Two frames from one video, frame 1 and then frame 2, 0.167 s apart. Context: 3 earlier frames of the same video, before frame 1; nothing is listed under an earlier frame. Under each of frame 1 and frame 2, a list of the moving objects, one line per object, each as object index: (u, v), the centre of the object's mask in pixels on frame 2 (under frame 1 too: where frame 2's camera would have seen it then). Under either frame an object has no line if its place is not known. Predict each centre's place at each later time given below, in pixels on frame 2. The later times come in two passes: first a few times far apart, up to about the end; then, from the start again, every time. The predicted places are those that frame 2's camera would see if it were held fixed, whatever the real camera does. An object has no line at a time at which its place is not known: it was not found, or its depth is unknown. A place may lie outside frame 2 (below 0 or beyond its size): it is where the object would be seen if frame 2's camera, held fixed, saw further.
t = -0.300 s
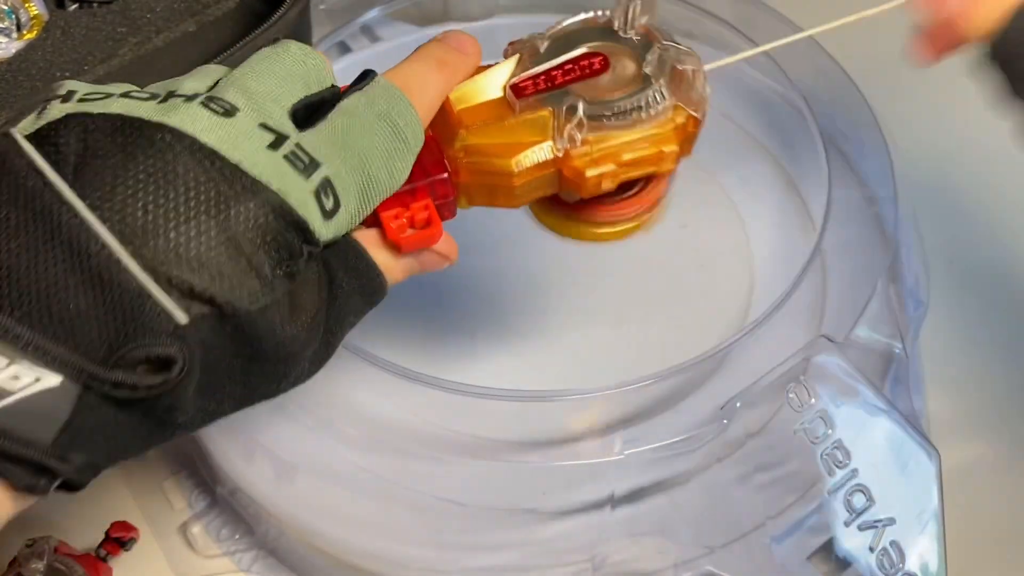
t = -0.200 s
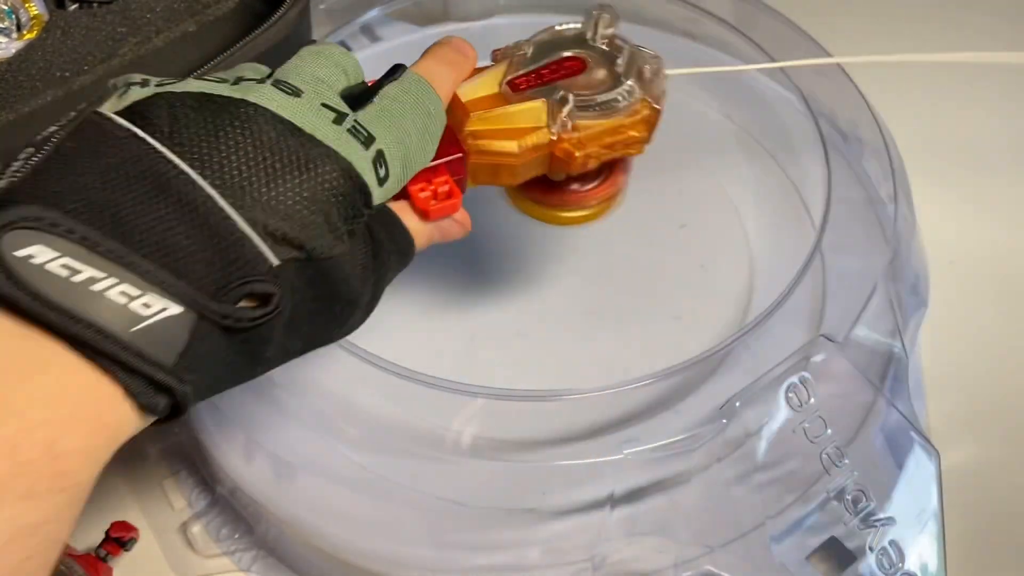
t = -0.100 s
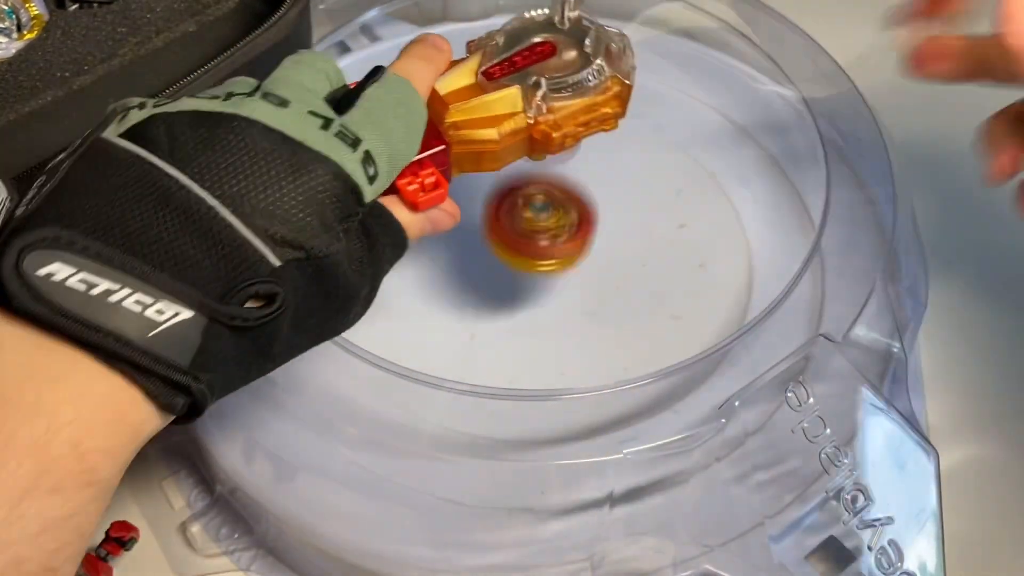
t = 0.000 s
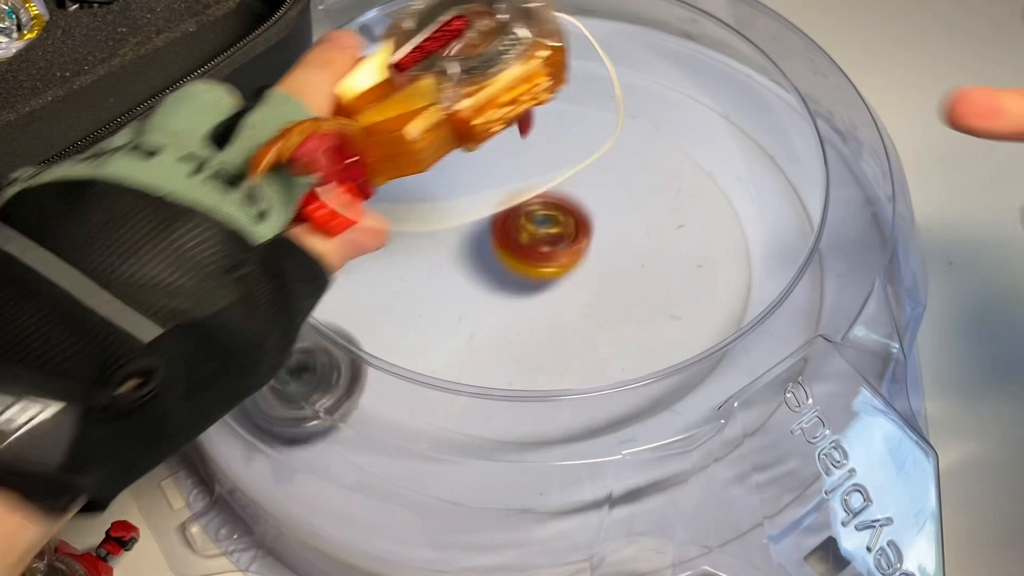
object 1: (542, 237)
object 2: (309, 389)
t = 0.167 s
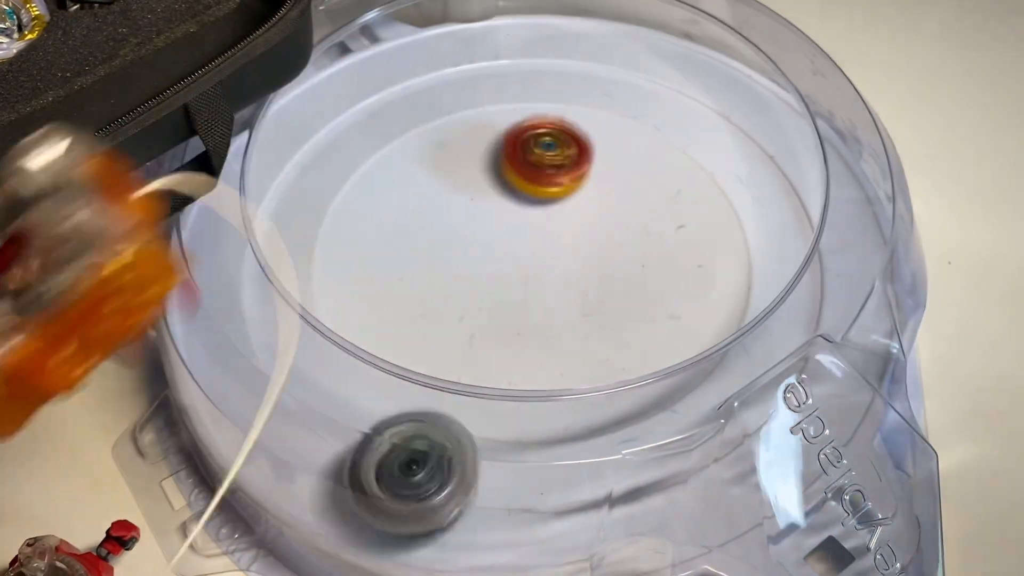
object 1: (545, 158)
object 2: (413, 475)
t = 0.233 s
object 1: (511, 139)
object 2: (457, 486)
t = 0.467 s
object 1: (296, 185)
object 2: (604, 475)
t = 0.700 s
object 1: (287, 256)
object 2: (695, 355)
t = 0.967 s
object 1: (579, 300)
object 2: (581, 154)
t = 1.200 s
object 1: (631, 82)
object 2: (416, 145)
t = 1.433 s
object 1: (495, 47)
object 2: (448, 268)
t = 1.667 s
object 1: (457, 49)
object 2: (606, 259)
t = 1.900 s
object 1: (458, 65)
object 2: (576, 185)
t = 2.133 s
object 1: (470, 98)
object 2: (473, 237)
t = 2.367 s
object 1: (445, 302)
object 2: (588, 286)
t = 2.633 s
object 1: (768, 251)
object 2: (562, 190)
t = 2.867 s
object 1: (756, 135)
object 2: (450, 240)
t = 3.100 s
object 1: (736, 115)
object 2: (529, 275)
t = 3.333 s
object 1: (660, 121)
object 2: (562, 239)
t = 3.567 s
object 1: (420, 196)
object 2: (525, 248)
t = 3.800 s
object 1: (493, 407)
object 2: (521, 249)
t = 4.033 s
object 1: (682, 435)
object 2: (537, 239)
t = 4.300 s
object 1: (701, 347)
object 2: (532, 235)
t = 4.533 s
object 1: (596, 178)
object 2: (530, 240)
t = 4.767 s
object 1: (353, 190)
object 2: (513, 260)
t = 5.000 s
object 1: (277, 330)
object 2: (526, 251)
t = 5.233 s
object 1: (322, 367)
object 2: (522, 237)
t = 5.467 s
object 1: (420, 352)
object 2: (522, 234)
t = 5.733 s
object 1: (653, 246)
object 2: (491, 188)
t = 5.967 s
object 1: (555, 117)
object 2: (421, 174)
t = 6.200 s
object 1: (428, 88)
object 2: (455, 330)
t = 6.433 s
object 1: (483, 47)
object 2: (617, 371)
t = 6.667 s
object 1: (538, 40)
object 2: (657, 270)
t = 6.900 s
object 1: (624, 53)
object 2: (487, 217)
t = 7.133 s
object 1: (696, 82)
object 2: (458, 262)
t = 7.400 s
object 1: (758, 133)
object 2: (541, 249)
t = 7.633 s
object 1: (799, 195)
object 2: (509, 232)
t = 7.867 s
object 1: (803, 249)
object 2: (523, 214)
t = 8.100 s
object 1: (769, 296)
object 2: (562, 239)
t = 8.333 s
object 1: (697, 292)
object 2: (531, 247)
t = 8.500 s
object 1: (612, 235)
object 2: (491, 238)
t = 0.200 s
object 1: (529, 147)
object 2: (438, 482)
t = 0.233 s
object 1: (511, 139)
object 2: (457, 486)
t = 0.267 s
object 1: (486, 133)
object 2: (482, 489)
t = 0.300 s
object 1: (457, 129)
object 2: (503, 488)
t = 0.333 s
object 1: (423, 129)
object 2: (522, 489)
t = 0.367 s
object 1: (387, 136)
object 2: (545, 489)
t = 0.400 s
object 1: (353, 149)
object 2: (565, 484)
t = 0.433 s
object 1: (322, 169)
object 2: (583, 482)
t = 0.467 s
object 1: (296, 185)
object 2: (604, 475)
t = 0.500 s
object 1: (274, 197)
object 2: (623, 462)
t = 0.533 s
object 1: (261, 205)
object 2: (641, 448)
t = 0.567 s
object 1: (254, 215)
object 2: (661, 430)
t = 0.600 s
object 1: (254, 230)
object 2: (672, 410)
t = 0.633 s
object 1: (260, 246)
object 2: (680, 395)
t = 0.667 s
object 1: (270, 253)
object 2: (690, 372)
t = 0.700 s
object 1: (287, 256)
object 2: (695, 355)
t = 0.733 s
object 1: (312, 252)
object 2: (700, 337)
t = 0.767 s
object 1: (331, 257)
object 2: (692, 308)
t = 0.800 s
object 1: (360, 263)
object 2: (684, 289)
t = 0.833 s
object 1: (392, 275)
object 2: (671, 254)
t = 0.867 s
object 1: (430, 291)
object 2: (655, 229)
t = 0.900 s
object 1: (475, 305)
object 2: (633, 199)
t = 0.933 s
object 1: (527, 310)
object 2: (607, 175)
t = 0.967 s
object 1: (579, 300)
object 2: (581, 154)
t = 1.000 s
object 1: (623, 277)
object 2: (550, 138)
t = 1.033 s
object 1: (655, 246)
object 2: (524, 128)
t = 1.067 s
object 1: (674, 212)
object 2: (499, 122)
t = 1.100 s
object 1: (679, 177)
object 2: (472, 125)
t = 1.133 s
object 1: (673, 142)
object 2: (452, 126)
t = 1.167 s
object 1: (656, 110)
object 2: (431, 137)
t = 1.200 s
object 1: (631, 82)
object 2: (416, 145)
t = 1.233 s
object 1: (610, 61)
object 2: (405, 164)
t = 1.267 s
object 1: (595, 41)
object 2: (403, 175)
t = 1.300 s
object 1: (570, 37)
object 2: (401, 199)
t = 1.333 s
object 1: (543, 45)
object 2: (410, 212)
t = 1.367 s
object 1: (527, 38)
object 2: (420, 234)
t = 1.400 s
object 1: (513, 40)
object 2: (433, 252)
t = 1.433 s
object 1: (495, 47)
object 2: (448, 268)
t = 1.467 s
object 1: (480, 51)
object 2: (470, 280)
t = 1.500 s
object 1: (470, 54)
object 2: (490, 290)
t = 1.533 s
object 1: (466, 54)
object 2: (516, 293)
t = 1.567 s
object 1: (465, 51)
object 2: (543, 292)
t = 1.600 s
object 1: (467, 46)
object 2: (569, 285)
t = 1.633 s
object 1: (464, 45)
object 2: (589, 272)
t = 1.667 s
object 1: (457, 49)
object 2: (606, 259)
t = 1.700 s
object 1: (448, 55)
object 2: (614, 249)
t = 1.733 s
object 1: (445, 59)
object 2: (619, 232)
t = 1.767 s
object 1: (445, 61)
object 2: (620, 218)
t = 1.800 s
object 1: (448, 61)
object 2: (613, 204)
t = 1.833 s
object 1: (452, 62)
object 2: (605, 193)
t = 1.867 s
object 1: (455, 64)
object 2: (591, 186)
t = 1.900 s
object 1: (458, 65)
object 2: (576, 185)
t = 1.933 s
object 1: (462, 67)
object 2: (559, 185)
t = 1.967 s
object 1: (466, 70)
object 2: (542, 188)
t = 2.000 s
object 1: (470, 72)
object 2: (522, 192)
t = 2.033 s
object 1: (473, 75)
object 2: (503, 197)
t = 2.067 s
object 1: (476, 79)
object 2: (487, 208)
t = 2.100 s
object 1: (475, 86)
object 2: (479, 219)
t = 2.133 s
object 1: (470, 98)
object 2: (473, 237)
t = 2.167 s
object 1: (461, 115)
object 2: (479, 253)
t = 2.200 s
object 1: (447, 136)
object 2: (492, 269)
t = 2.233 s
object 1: (431, 161)
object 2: (510, 281)
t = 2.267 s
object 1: (418, 194)
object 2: (529, 290)
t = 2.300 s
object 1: (414, 231)
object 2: (551, 296)
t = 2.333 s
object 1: (423, 268)
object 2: (567, 292)
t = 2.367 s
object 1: (445, 302)
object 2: (588, 286)
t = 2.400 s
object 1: (479, 330)
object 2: (604, 277)
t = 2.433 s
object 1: (522, 344)
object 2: (612, 262)
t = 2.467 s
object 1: (570, 349)
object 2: (616, 248)
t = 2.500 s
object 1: (621, 352)
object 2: (613, 237)
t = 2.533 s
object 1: (671, 337)
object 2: (609, 222)
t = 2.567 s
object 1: (713, 314)
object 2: (598, 210)
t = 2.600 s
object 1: (746, 282)
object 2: (580, 199)
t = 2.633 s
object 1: (768, 251)
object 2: (562, 190)
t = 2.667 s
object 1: (789, 226)
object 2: (539, 189)
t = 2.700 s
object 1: (807, 208)
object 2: (516, 189)
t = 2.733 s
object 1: (810, 187)
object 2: (496, 194)
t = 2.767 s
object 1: (799, 172)
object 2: (478, 204)
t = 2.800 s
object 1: (775, 159)
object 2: (465, 213)
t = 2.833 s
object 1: (764, 145)
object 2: (456, 227)
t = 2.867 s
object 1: (756, 135)
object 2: (450, 240)
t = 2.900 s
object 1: (753, 129)
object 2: (449, 248)
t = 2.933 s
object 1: (751, 125)
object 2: (453, 259)
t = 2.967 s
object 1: (748, 122)
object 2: (464, 266)
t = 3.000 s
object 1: (745, 120)
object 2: (478, 270)
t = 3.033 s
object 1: (743, 117)
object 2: (494, 275)
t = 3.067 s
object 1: (740, 116)
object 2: (514, 274)
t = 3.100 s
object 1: (736, 115)
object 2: (529, 275)
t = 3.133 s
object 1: (729, 115)
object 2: (542, 271)
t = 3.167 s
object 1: (721, 115)
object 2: (555, 266)
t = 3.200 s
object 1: (712, 114)
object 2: (563, 261)
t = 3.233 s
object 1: (702, 115)
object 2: (565, 255)
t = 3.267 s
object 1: (691, 115)
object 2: (568, 248)
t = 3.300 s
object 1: (679, 117)
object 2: (566, 244)
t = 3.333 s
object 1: (660, 121)
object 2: (562, 239)
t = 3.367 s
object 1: (635, 123)
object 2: (558, 236)
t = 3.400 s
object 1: (603, 125)
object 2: (555, 236)
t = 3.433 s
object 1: (564, 128)
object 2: (549, 238)
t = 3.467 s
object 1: (524, 135)
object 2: (541, 240)
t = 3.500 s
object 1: (484, 149)
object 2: (537, 242)
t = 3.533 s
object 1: (449, 170)
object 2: (532, 245)
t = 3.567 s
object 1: (420, 196)
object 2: (525, 248)
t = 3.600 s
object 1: (397, 225)
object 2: (519, 249)
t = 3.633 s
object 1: (385, 259)
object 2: (517, 249)
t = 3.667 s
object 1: (385, 294)
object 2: (516, 251)
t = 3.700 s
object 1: (400, 323)
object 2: (515, 251)
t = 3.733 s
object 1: (418, 361)
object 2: (514, 251)
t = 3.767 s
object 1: (451, 388)
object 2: (517, 249)
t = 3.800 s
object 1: (493, 407)
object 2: (521, 249)
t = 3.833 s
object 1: (538, 423)
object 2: (524, 249)
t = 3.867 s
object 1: (574, 441)
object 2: (526, 248)
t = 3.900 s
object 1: (601, 457)
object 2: (529, 245)
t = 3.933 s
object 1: (625, 468)
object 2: (533, 243)
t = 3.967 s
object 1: (645, 462)
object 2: (535, 243)
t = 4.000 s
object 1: (663, 451)
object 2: (535, 242)
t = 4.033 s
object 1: (682, 435)
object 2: (537, 239)
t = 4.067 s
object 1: (700, 420)
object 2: (537, 237)
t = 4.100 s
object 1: (708, 407)
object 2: (538, 236)
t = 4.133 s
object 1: (711, 398)
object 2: (537, 236)
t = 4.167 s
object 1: (712, 389)
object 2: (534, 236)
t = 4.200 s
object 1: (711, 379)
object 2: (532, 234)
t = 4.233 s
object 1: (708, 369)
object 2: (533, 233)
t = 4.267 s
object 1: (705, 357)
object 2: (532, 234)
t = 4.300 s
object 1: (701, 347)
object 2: (532, 235)
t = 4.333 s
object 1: (694, 329)
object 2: (530, 236)
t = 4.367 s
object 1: (689, 306)
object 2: (529, 235)
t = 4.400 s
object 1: (683, 280)
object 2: (531, 235)
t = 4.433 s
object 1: (673, 251)
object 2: (533, 236)
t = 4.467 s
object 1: (654, 223)
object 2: (533, 237)
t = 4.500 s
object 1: (627, 199)
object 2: (532, 239)
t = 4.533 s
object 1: (596, 178)
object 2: (530, 240)
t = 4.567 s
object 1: (563, 161)
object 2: (524, 246)
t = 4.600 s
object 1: (526, 151)
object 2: (520, 248)
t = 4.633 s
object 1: (489, 147)
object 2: (517, 253)
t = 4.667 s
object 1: (450, 150)
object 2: (515, 257)
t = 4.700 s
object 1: (414, 159)
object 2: (514, 259)
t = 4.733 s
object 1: (382, 172)
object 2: (513, 260)
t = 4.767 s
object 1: (353, 190)
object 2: (513, 260)
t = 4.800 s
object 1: (329, 211)
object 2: (516, 258)
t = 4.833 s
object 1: (314, 237)
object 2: (520, 258)
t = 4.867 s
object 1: (308, 265)
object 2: (523, 257)
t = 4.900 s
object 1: (299, 290)
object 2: (525, 256)
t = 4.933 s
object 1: (291, 308)
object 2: (526, 255)
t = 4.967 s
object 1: (285, 320)
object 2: (526, 253)
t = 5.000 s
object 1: (277, 330)
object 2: (526, 251)
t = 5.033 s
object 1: (272, 338)
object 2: (527, 248)
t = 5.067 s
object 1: (276, 346)
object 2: (528, 245)
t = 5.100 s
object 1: (287, 357)
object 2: (528, 243)
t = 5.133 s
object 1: (299, 365)
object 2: (527, 242)
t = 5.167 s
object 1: (307, 368)
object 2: (526, 240)
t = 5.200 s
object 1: (314, 368)
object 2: (525, 238)
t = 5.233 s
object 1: (322, 367)
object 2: (522, 237)
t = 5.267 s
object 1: (330, 365)
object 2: (521, 235)
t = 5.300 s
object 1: (338, 360)
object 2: (521, 234)
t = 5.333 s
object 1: (347, 359)
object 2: (521, 233)
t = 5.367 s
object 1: (357, 354)
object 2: (521, 233)
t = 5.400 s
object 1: (371, 351)
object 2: (521, 233)
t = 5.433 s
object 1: (391, 352)
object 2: (521, 234)
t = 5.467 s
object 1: (420, 352)
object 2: (522, 234)
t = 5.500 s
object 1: (455, 353)
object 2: (523, 234)
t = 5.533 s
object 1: (497, 348)
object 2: (522, 235)
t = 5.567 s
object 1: (537, 341)
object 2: (524, 235)
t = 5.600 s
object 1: (571, 324)
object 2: (522, 235)
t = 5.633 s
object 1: (597, 301)
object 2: (524, 234)
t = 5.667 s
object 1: (621, 280)
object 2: (518, 223)
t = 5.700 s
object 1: (644, 265)
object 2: (501, 205)
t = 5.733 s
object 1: (653, 246)
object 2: (491, 188)
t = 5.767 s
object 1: (657, 226)
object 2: (478, 178)
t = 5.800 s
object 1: (655, 203)
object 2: (467, 170)
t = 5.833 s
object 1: (645, 181)
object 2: (455, 167)
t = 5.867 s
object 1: (629, 158)
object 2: (443, 165)
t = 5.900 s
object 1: (608, 140)
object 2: (432, 166)
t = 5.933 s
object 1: (582, 125)
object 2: (424, 169)
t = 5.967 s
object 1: (555, 117)
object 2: (421, 174)
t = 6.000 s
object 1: (527, 114)
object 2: (422, 181)
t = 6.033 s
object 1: (497, 117)
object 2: (427, 190)
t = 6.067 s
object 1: (468, 123)
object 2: (437, 200)
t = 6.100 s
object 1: (454, 116)
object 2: (434, 234)
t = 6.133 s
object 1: (444, 102)
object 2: (435, 272)
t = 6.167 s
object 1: (435, 93)
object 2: (442, 303)
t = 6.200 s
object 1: (428, 88)
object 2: (455, 330)
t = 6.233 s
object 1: (428, 80)
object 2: (477, 350)
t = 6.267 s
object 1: (432, 73)
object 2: (503, 364)
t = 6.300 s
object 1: (440, 64)
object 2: (528, 379)
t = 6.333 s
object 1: (452, 52)
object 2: (551, 380)
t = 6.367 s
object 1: (462, 44)
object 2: (574, 383)
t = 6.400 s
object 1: (475, 48)
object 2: (598, 375)
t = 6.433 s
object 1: (483, 47)
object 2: (617, 371)
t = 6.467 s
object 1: (492, 44)
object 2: (635, 364)
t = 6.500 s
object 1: (499, 42)
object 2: (650, 350)
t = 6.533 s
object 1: (503, 44)
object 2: (664, 335)
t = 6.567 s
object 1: (506, 45)
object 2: (672, 319)
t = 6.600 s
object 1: (515, 45)
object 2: (676, 303)
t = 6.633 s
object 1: (527, 42)
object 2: (669, 287)
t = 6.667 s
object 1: (538, 40)
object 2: (657, 270)
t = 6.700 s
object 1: (545, 44)
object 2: (638, 257)
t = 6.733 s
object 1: (550, 46)
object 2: (616, 246)
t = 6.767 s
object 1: (562, 47)
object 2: (593, 238)
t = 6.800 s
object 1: (577, 48)
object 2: (566, 230)
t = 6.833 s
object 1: (594, 49)
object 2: (539, 224)
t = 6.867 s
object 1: (613, 48)
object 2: (513, 219)
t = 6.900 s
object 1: (624, 53)
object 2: (487, 217)
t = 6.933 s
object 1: (630, 58)
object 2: (469, 218)
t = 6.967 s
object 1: (639, 64)
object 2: (456, 223)
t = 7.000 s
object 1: (652, 66)
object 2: (448, 231)
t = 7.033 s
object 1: (666, 70)
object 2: (445, 240)
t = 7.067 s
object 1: (683, 73)
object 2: (446, 250)
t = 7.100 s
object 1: (694, 77)
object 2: (450, 257)
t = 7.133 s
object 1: (696, 82)
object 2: (458, 262)
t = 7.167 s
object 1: (698, 88)
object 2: (468, 266)
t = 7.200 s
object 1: (705, 94)
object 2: (480, 267)
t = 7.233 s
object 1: (717, 101)
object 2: (492, 267)
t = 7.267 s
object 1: (730, 108)
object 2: (505, 264)
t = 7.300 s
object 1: (743, 116)
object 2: (518, 261)
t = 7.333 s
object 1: (753, 123)
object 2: (528, 256)
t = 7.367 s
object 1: (756, 128)
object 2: (534, 252)
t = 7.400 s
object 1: (758, 133)
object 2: (541, 249)
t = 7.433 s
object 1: (762, 140)
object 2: (543, 247)
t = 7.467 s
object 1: (768, 150)
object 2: (543, 246)
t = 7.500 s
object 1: (773, 161)
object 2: (542, 244)
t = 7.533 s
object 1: (778, 169)
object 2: (537, 240)
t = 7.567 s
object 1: (791, 178)
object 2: (529, 236)
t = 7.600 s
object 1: (795, 188)
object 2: (519, 233)
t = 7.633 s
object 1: (799, 195)
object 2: (509, 232)
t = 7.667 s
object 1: (805, 203)
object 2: (507, 229)
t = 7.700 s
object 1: (804, 209)
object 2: (505, 226)
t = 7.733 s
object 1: (804, 216)
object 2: (506, 220)
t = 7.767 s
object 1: (805, 226)
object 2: (508, 216)
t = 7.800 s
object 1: (803, 236)
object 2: (511, 213)
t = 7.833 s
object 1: (802, 243)
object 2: (516, 213)
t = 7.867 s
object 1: (803, 249)
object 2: (523, 214)
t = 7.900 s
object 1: (800, 257)
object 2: (534, 213)
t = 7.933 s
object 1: (795, 264)
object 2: (541, 217)
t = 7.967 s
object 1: (792, 270)
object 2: (549, 219)
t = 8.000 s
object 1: (788, 278)
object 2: (553, 226)
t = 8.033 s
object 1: (781, 284)
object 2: (558, 229)
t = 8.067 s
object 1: (775, 290)
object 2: (561, 234)
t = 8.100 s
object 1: (769, 296)
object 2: (562, 239)
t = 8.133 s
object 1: (761, 304)
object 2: (560, 242)
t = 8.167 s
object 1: (750, 309)
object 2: (555, 244)
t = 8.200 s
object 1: (741, 314)
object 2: (549, 248)
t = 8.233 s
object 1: (733, 316)
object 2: (546, 250)
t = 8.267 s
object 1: (720, 313)
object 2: (543, 249)
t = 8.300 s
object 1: (707, 303)
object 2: (538, 247)
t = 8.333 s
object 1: (697, 292)
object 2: (531, 247)
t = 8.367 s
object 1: (679, 277)
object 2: (528, 248)
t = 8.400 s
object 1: (659, 265)
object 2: (526, 246)
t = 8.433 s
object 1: (638, 254)
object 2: (523, 245)
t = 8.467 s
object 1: (624, 244)
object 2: (508, 241)
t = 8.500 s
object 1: (612, 235)
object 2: (491, 238)
